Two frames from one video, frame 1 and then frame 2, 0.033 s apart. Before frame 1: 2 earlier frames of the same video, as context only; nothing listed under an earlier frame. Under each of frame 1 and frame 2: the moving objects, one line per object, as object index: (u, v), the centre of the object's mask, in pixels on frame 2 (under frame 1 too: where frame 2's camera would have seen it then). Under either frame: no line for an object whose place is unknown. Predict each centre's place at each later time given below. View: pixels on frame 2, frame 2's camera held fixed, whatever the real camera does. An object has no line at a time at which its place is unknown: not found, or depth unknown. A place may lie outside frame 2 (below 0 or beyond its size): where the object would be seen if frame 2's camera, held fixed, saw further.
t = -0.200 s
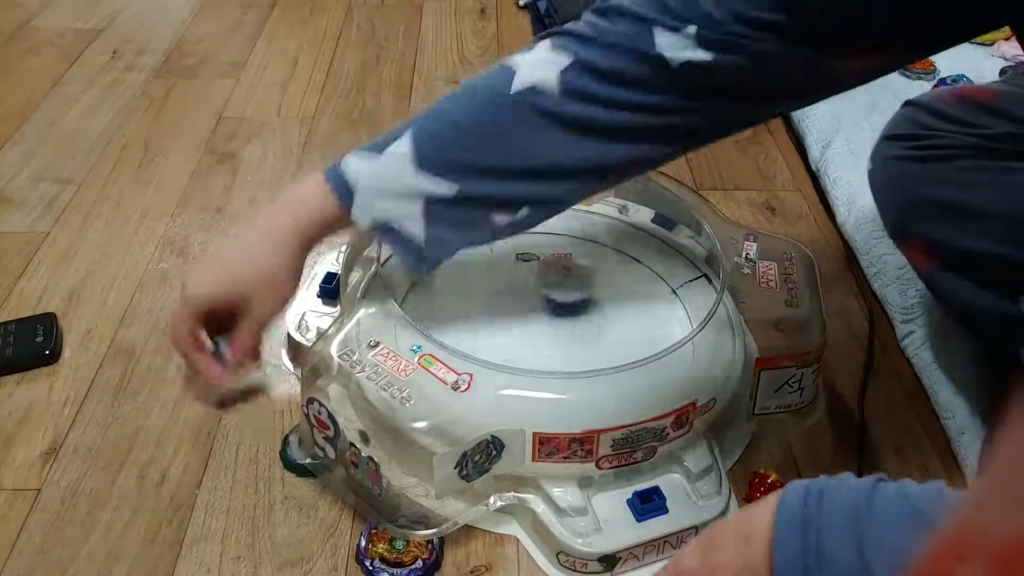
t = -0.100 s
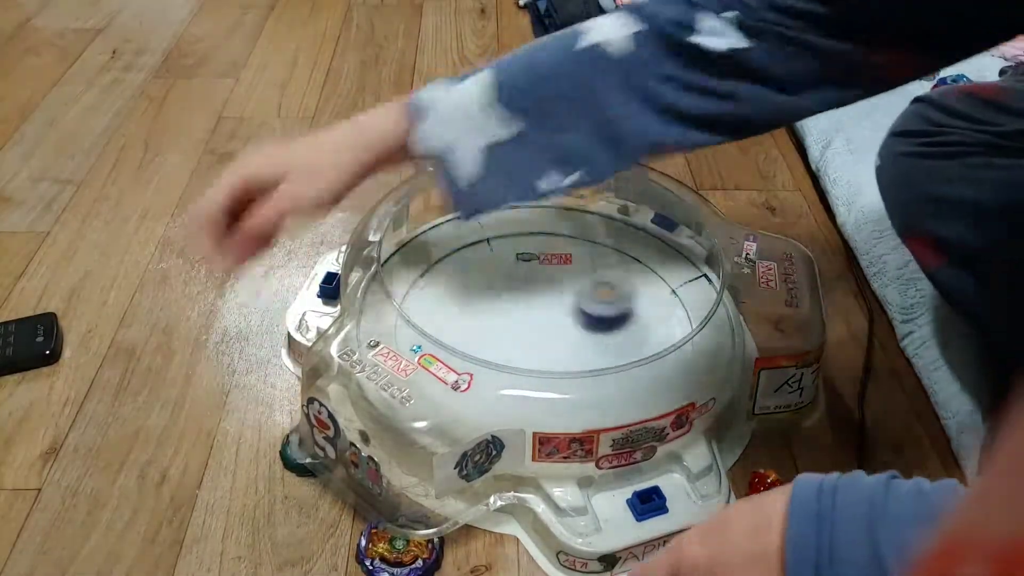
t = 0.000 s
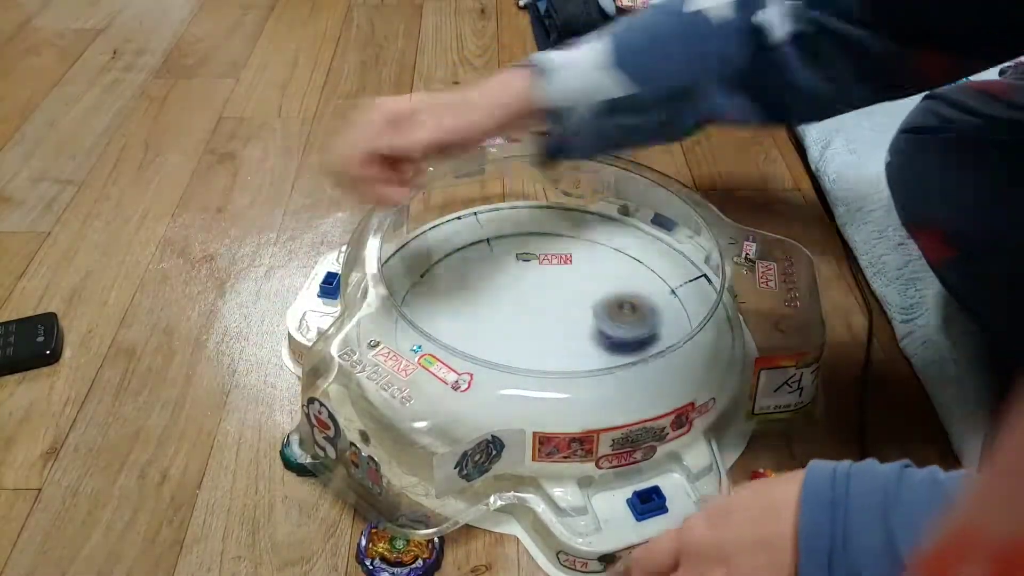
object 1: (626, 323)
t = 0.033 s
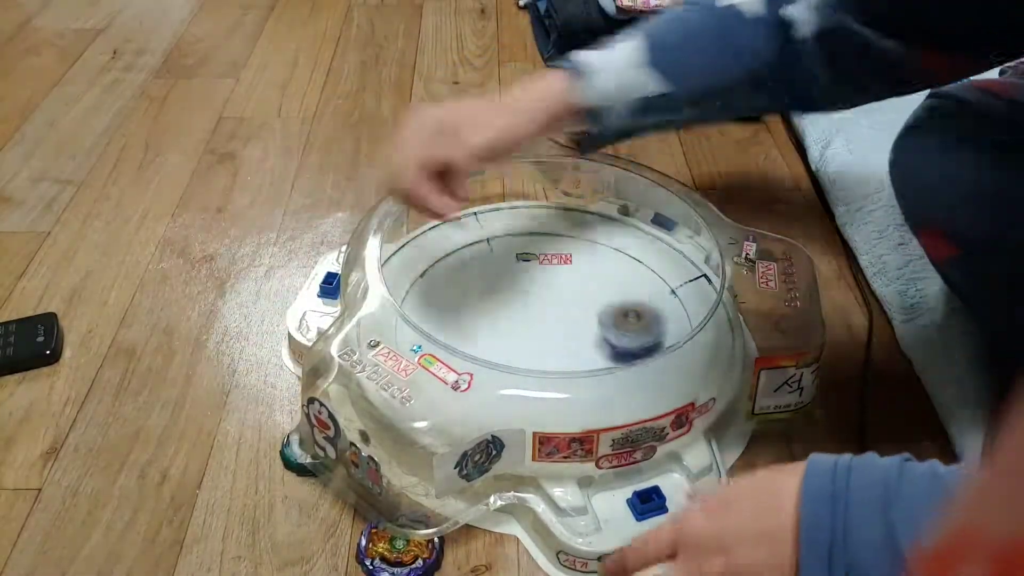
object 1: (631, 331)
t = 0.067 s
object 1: (631, 336)
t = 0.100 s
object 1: (633, 349)
